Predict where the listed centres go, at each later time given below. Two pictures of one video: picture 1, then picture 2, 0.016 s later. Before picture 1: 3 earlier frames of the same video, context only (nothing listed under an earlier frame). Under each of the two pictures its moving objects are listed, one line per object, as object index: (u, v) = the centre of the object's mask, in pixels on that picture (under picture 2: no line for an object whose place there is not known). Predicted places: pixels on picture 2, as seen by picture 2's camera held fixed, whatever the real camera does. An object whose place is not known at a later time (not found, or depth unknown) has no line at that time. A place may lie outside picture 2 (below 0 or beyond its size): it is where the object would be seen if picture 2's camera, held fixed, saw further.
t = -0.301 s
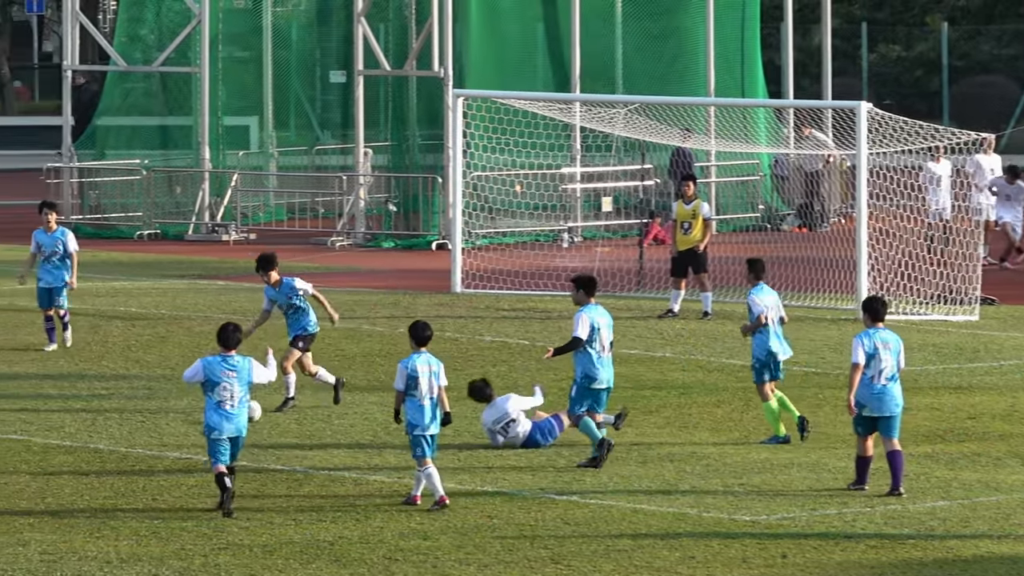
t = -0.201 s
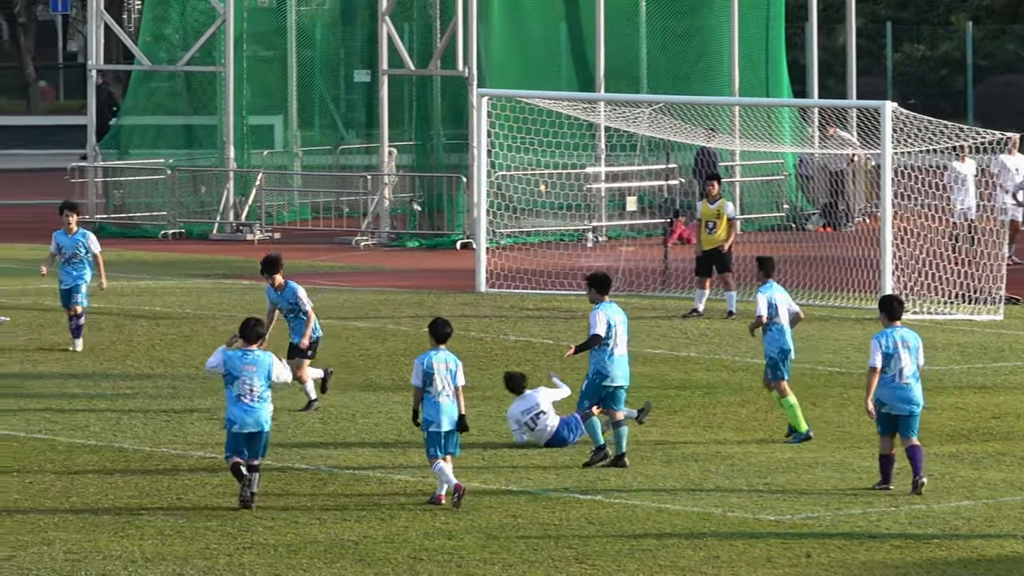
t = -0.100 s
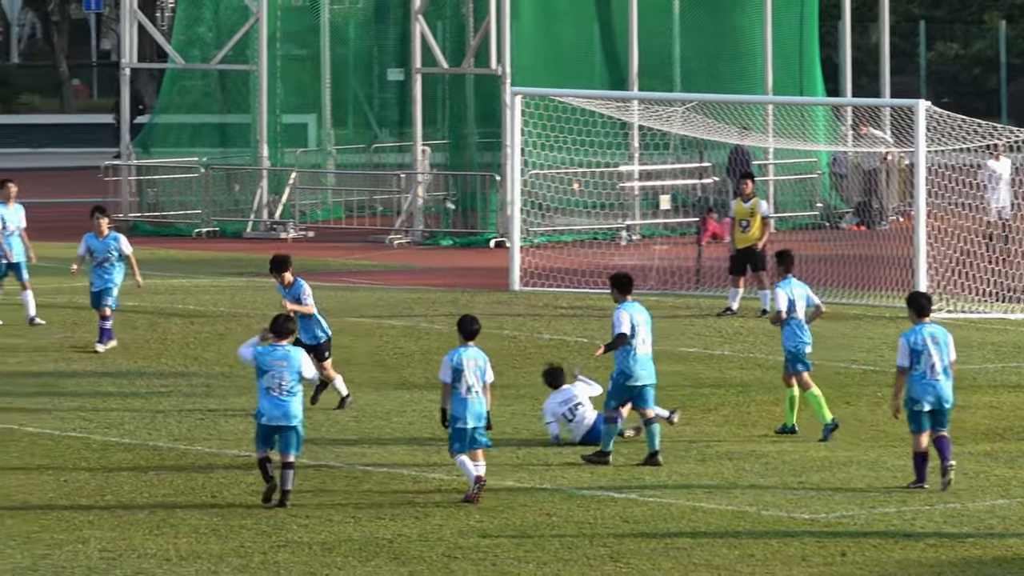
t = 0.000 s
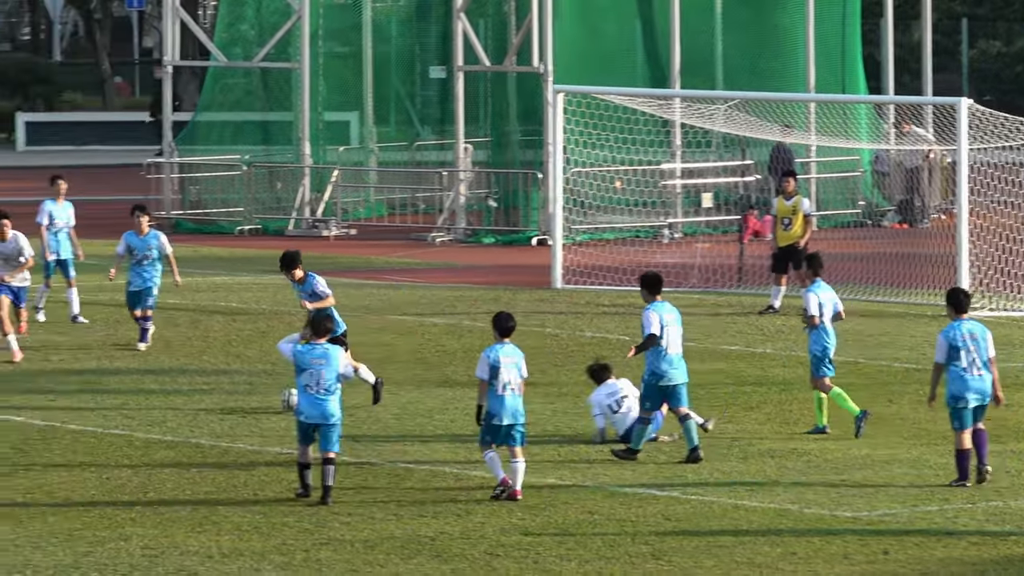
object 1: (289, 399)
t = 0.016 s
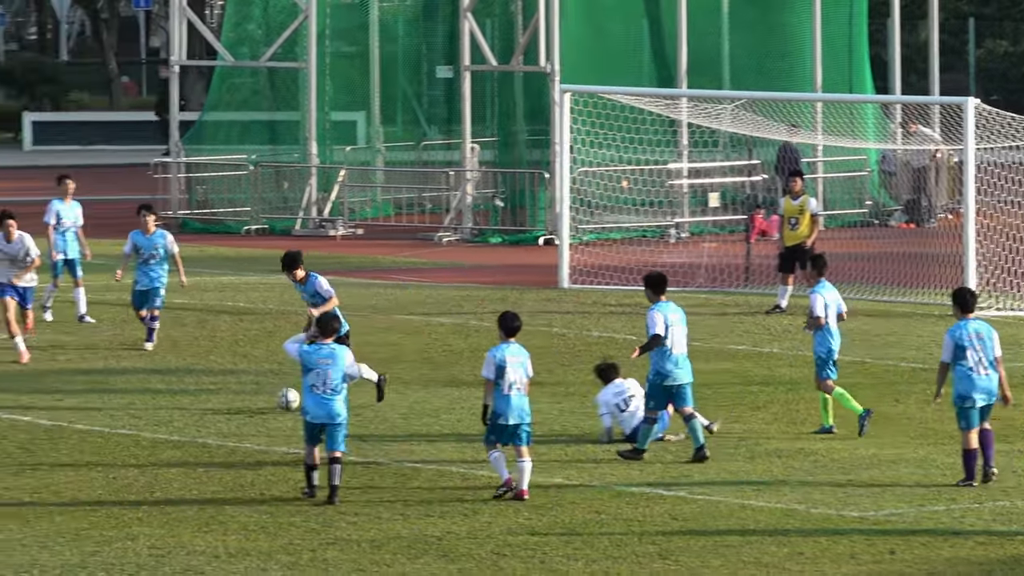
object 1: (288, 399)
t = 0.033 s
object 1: (278, 398)
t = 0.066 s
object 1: (257, 399)
